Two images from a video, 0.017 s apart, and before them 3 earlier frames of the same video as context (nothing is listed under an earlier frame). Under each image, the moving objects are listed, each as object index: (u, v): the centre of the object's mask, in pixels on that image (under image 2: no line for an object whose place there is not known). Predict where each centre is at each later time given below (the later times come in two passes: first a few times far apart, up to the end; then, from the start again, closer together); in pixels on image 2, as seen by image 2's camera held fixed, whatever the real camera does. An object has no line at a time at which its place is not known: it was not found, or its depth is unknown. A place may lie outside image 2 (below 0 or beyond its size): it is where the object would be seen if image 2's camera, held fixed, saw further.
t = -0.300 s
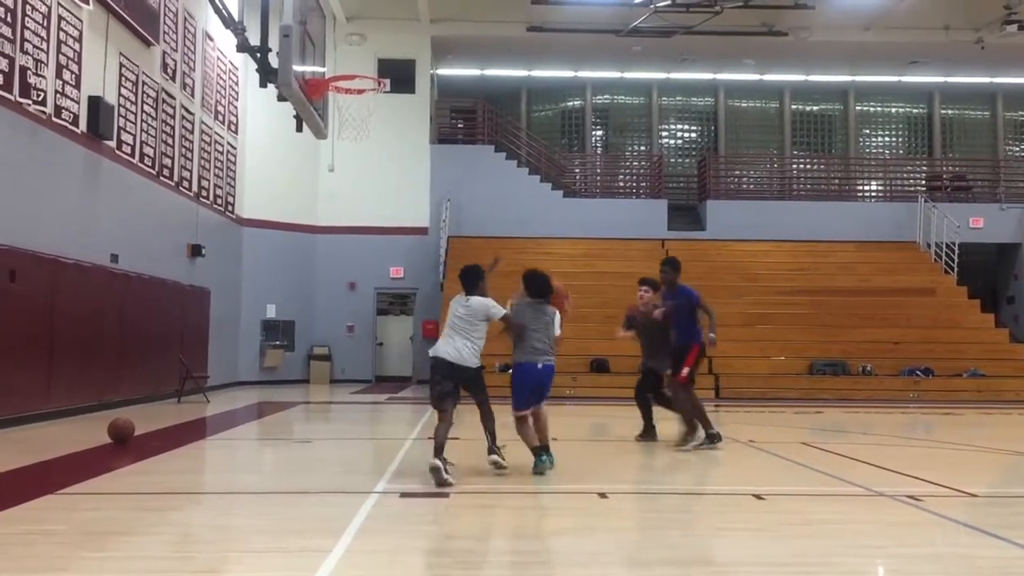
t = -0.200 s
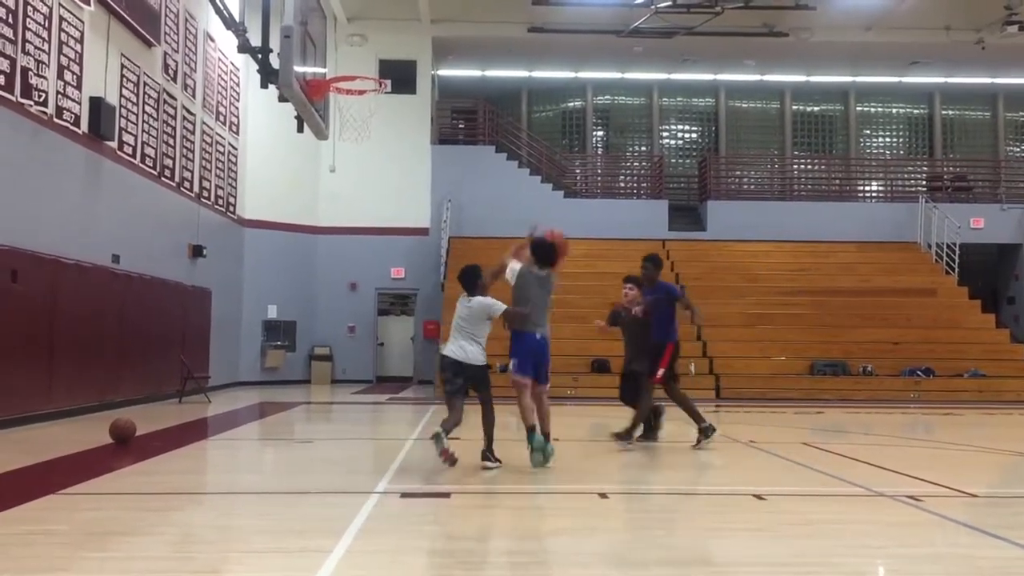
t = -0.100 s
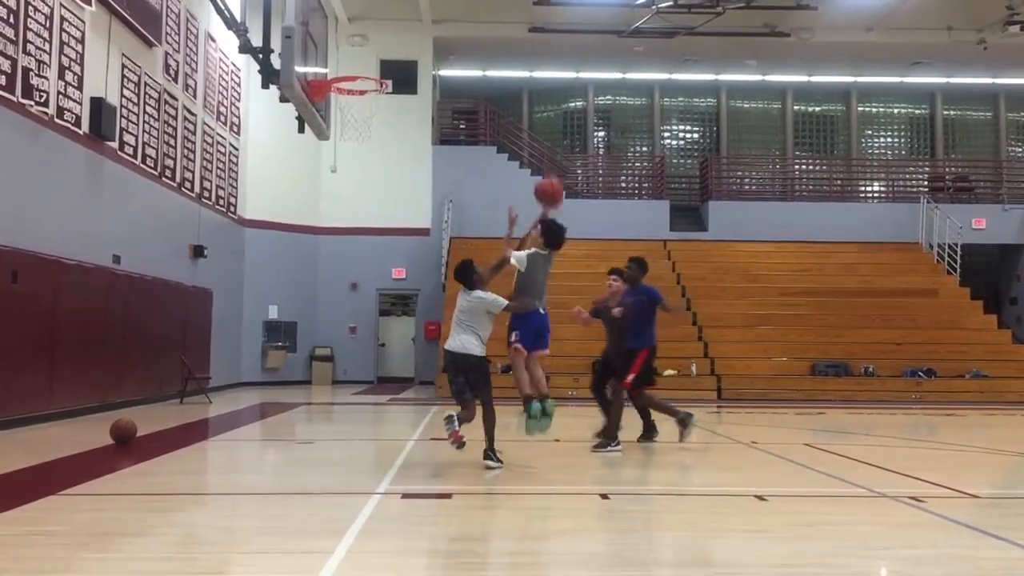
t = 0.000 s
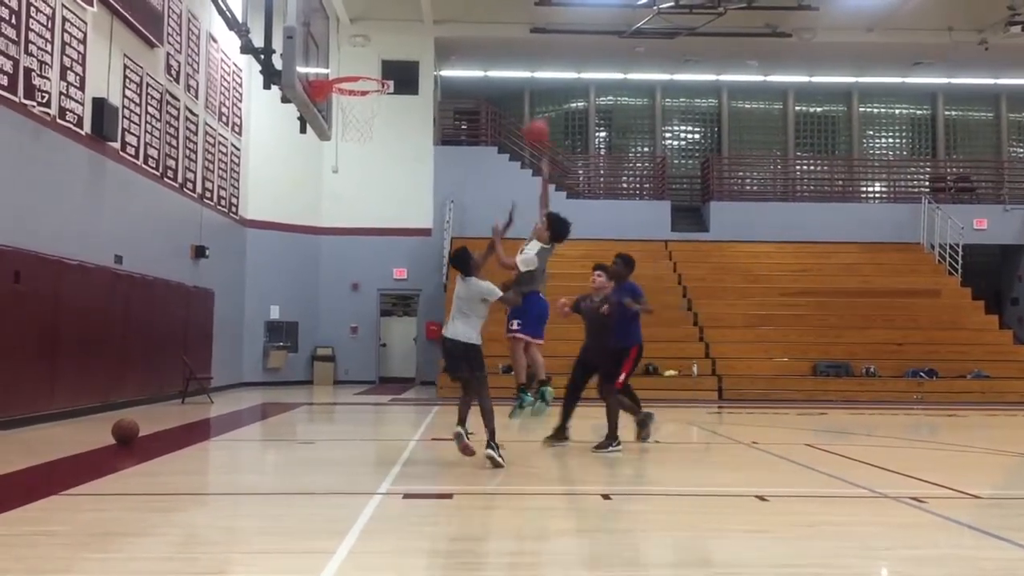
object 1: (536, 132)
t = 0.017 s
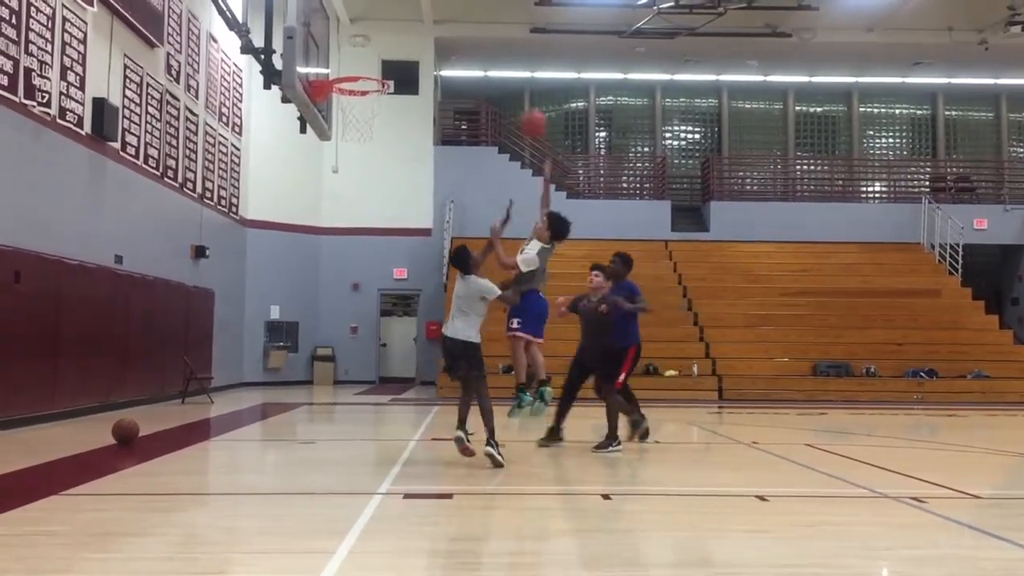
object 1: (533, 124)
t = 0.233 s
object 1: (492, 43)
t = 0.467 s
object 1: (445, 11)
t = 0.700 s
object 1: (399, 39)
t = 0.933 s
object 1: (386, 44)
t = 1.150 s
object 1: (395, 52)
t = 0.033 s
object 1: (529, 115)
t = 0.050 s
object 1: (525, 108)
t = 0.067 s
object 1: (522, 100)
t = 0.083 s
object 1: (518, 93)
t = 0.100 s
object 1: (515, 87)
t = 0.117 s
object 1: (513, 79)
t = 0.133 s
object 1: (509, 72)
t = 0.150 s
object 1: (506, 67)
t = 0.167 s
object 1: (502, 57)
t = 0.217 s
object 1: (495, 48)
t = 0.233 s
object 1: (492, 43)
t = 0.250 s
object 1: (489, 40)
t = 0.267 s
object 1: (485, 35)
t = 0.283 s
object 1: (482, 31)
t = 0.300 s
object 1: (478, 27)
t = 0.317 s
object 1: (475, 24)
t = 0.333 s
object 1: (472, 21)
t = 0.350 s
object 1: (469, 18)
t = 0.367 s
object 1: (465, 16)
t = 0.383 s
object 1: (462, 15)
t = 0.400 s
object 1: (458, 13)
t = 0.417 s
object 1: (455, 12)
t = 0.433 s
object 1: (452, 12)
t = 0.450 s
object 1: (449, 11)
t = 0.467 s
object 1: (445, 11)
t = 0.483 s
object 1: (442, 11)
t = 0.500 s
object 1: (439, 11)
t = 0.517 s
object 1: (436, 11)
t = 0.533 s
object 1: (432, 12)
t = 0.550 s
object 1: (429, 13)
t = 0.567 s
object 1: (426, 14)
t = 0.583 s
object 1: (423, 15)
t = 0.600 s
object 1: (419, 18)
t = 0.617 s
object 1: (416, 20)
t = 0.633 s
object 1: (413, 23)
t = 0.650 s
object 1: (409, 27)
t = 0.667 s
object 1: (405, 31)
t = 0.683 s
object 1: (402, 36)
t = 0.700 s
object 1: (399, 39)
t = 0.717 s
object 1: (396, 43)
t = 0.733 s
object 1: (392, 48)
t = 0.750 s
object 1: (389, 54)
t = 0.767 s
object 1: (386, 60)
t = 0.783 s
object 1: (382, 65)
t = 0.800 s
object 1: (382, 65)
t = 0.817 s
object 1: (383, 62)
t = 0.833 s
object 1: (383, 58)
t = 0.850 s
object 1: (384, 55)
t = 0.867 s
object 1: (384, 52)
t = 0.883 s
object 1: (385, 50)
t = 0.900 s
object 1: (385, 47)
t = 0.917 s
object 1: (386, 45)
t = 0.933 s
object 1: (386, 44)
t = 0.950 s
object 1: (387, 43)
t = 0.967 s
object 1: (388, 42)
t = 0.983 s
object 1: (388, 41)
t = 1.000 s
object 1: (389, 41)
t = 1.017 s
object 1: (389, 41)
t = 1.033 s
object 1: (390, 41)
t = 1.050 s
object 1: (391, 42)
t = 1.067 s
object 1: (391, 42)
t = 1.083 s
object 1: (392, 44)
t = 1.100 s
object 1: (392, 45)
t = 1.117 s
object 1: (393, 48)
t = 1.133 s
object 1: (394, 50)
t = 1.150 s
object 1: (395, 52)
